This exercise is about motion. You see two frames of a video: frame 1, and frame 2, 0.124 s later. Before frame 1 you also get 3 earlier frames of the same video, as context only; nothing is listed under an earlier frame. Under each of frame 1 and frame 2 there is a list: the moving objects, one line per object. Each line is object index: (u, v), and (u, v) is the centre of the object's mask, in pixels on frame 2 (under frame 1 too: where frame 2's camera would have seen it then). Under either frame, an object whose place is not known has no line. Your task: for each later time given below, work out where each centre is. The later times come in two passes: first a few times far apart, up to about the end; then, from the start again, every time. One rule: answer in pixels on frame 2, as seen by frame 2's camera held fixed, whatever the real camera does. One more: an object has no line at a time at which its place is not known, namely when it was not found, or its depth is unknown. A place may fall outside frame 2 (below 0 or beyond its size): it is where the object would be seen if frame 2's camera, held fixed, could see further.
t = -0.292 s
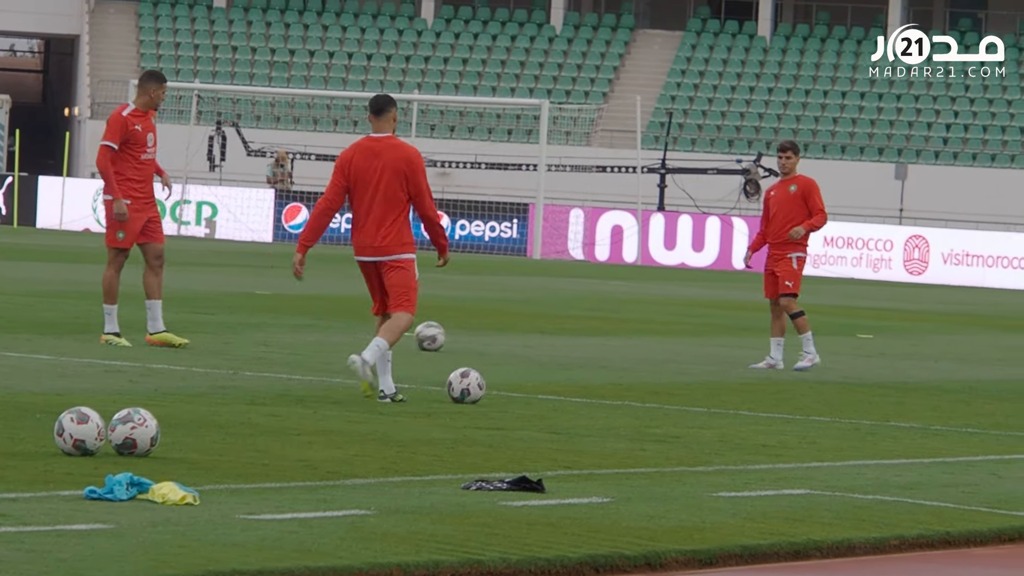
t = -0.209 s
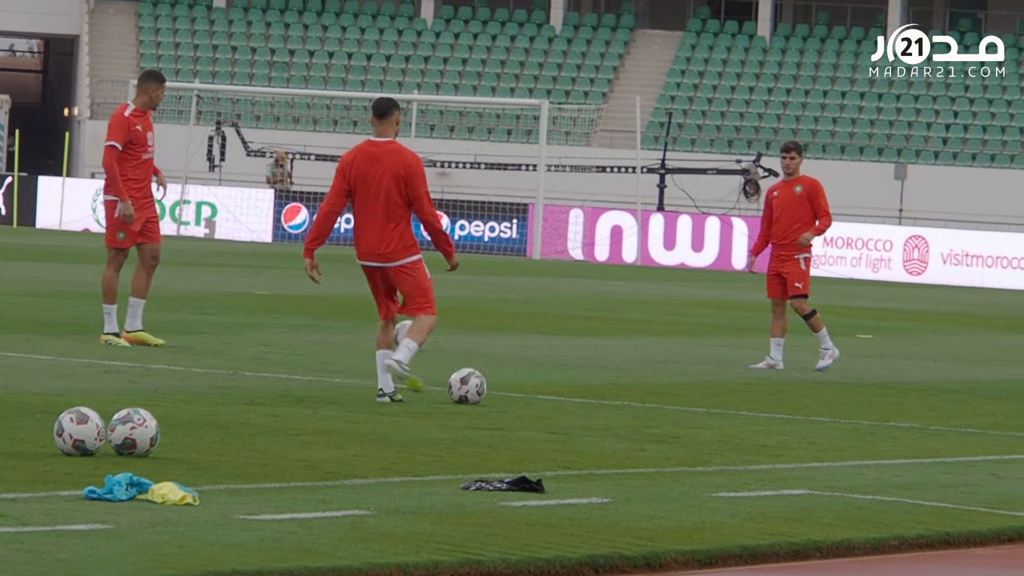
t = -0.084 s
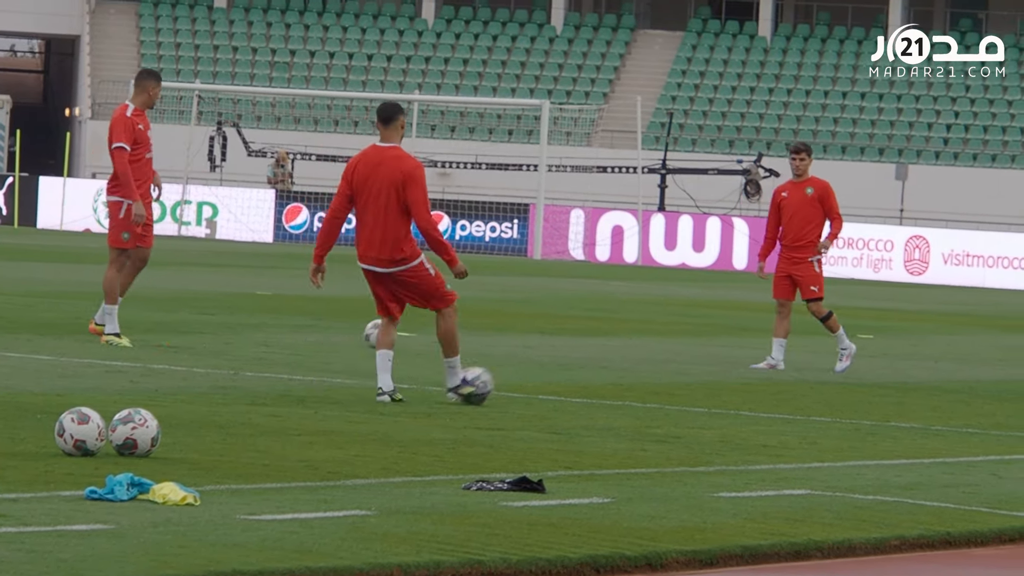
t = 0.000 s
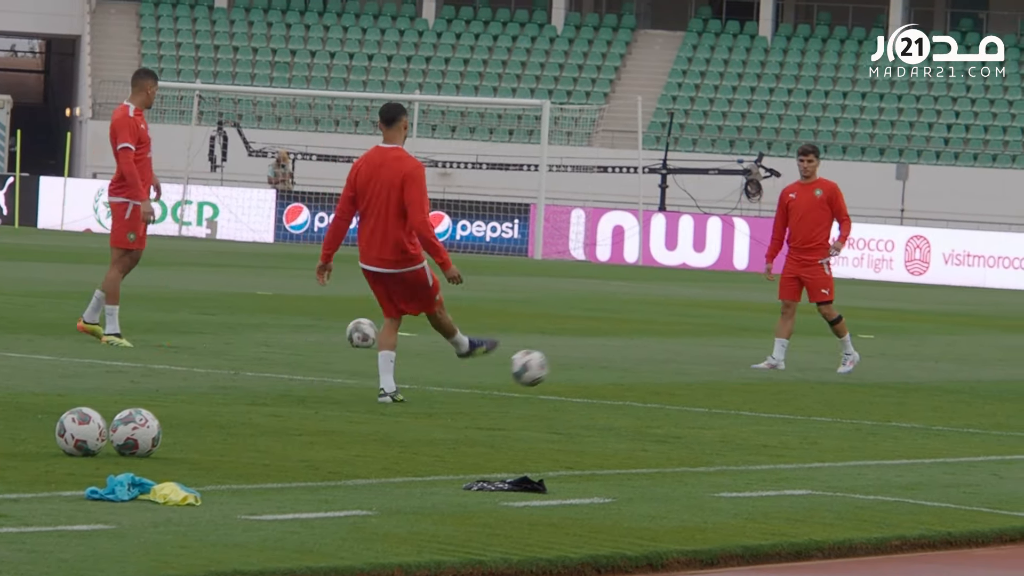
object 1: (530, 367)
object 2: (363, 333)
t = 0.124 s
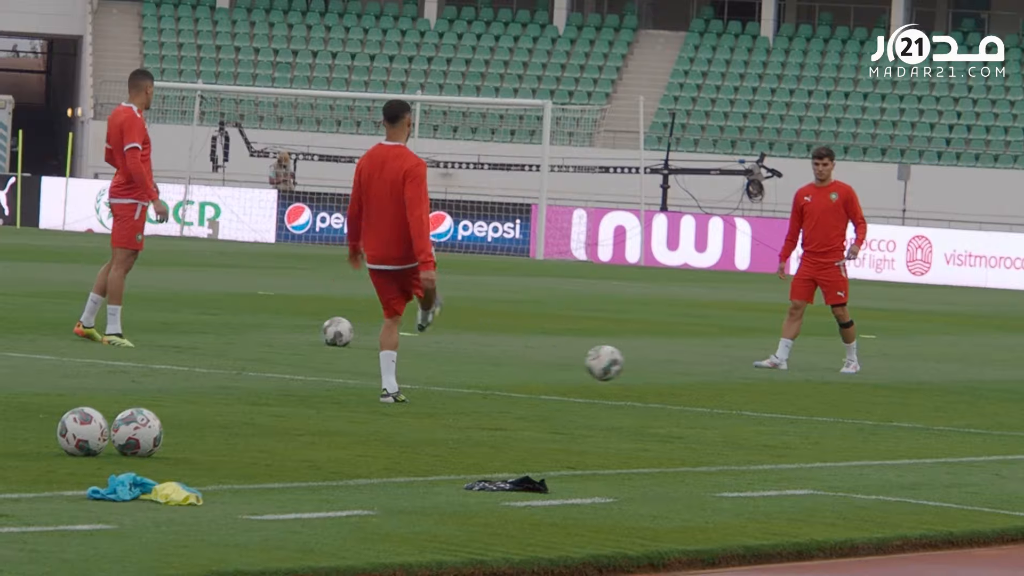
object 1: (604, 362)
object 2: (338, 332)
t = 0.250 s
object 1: (668, 370)
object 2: (314, 330)
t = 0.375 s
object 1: (724, 355)
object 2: (293, 329)
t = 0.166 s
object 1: (626, 366)
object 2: (330, 331)
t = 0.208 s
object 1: (648, 373)
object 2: (322, 330)
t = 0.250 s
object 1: (668, 370)
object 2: (314, 330)
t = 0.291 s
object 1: (688, 362)
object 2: (307, 329)
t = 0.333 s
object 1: (707, 357)
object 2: (300, 329)
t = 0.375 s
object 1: (724, 355)
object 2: (293, 329)
